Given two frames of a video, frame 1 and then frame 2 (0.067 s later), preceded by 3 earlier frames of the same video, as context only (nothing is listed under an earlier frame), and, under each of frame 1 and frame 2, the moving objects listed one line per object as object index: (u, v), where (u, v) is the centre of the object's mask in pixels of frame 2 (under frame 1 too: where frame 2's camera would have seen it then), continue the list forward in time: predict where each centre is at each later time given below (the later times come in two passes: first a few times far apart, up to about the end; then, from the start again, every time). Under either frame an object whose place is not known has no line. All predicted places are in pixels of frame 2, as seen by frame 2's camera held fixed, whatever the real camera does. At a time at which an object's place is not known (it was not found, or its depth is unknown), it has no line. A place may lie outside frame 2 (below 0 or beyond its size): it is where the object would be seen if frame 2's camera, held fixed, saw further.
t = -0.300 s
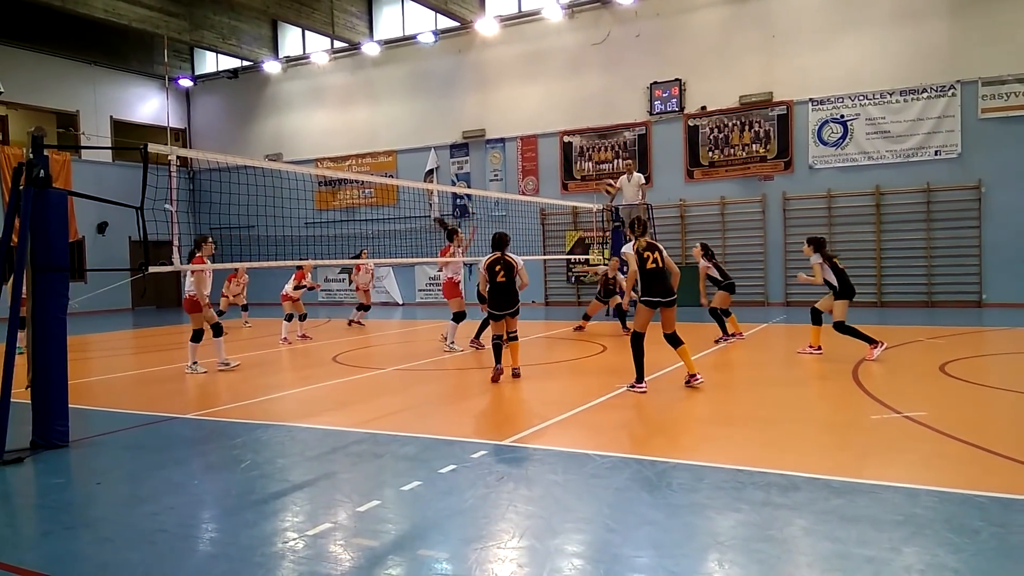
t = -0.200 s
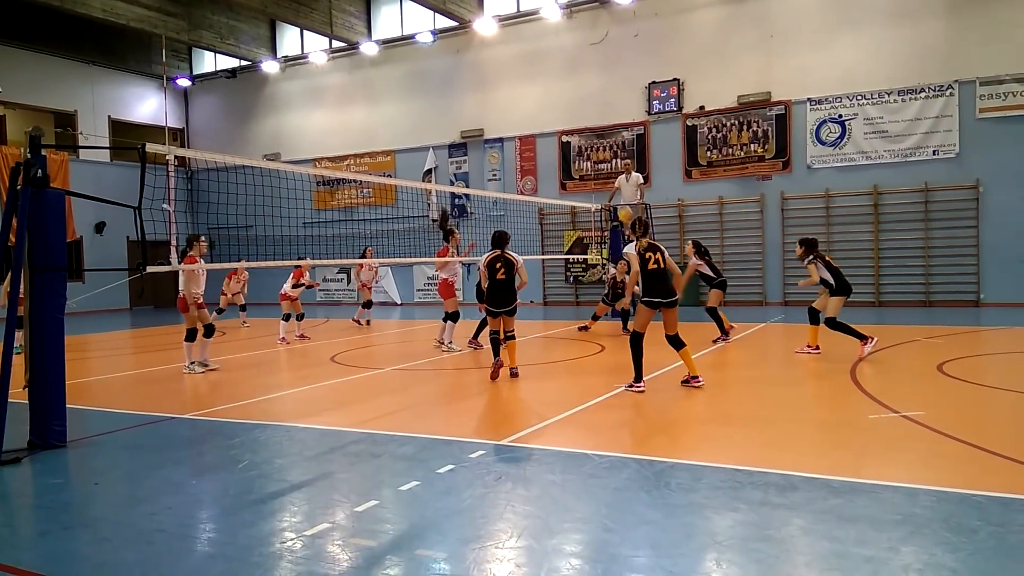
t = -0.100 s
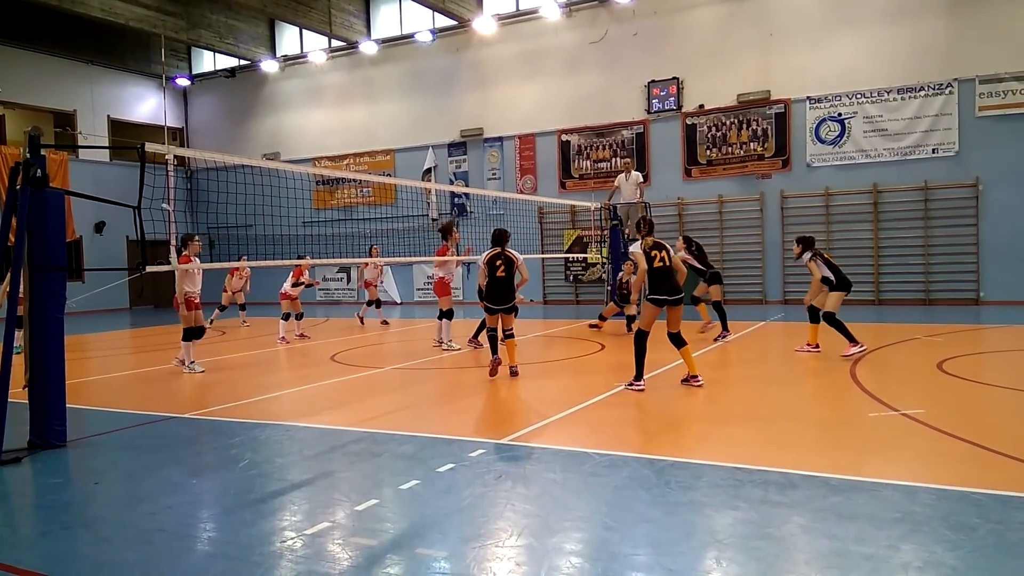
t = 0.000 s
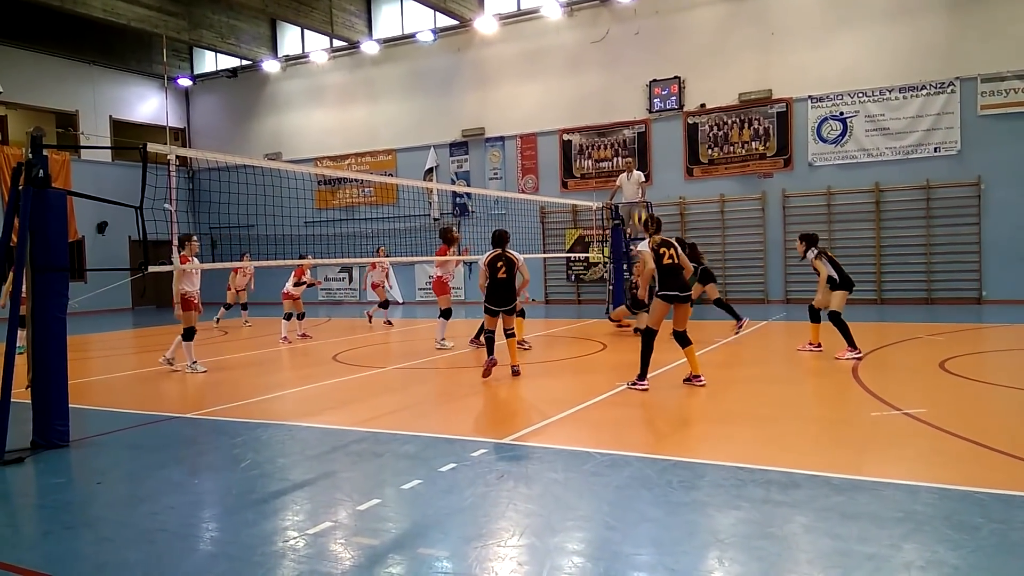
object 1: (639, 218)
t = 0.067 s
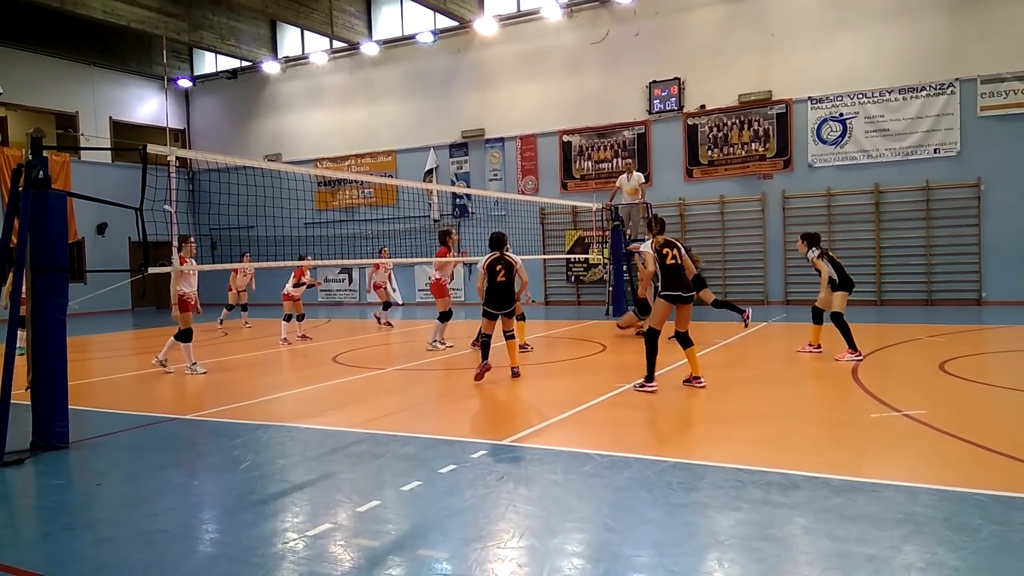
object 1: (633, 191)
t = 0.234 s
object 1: (616, 132)
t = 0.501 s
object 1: (590, 78)
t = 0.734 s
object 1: (570, 72)
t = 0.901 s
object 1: (556, 91)
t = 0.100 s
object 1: (629, 175)
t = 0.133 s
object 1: (626, 164)
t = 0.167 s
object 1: (625, 151)
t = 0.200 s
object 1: (620, 141)
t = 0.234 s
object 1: (616, 132)
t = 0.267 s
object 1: (612, 122)
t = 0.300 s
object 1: (608, 113)
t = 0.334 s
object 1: (606, 106)
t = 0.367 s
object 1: (602, 99)
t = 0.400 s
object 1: (599, 92)
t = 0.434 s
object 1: (596, 87)
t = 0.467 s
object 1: (593, 82)
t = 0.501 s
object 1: (590, 78)
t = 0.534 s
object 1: (587, 75)
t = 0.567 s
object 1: (584, 73)
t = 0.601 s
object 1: (581, 71)
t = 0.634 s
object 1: (578, 70)
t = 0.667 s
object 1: (575, 70)
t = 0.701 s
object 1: (572, 71)
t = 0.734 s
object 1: (570, 72)
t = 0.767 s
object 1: (567, 75)
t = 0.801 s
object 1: (564, 77)
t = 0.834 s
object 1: (561, 81)
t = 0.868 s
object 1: (559, 85)
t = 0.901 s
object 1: (556, 91)
